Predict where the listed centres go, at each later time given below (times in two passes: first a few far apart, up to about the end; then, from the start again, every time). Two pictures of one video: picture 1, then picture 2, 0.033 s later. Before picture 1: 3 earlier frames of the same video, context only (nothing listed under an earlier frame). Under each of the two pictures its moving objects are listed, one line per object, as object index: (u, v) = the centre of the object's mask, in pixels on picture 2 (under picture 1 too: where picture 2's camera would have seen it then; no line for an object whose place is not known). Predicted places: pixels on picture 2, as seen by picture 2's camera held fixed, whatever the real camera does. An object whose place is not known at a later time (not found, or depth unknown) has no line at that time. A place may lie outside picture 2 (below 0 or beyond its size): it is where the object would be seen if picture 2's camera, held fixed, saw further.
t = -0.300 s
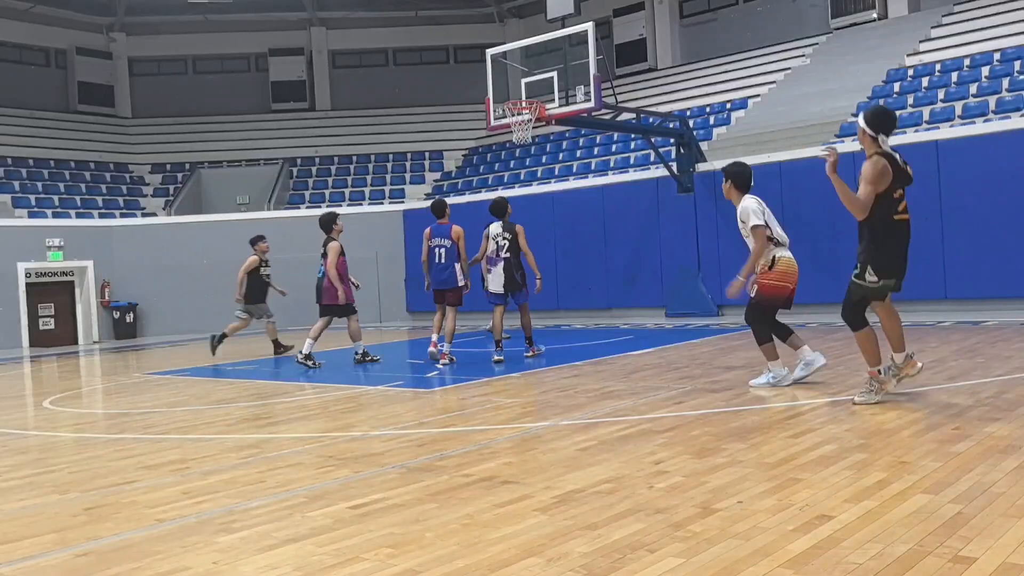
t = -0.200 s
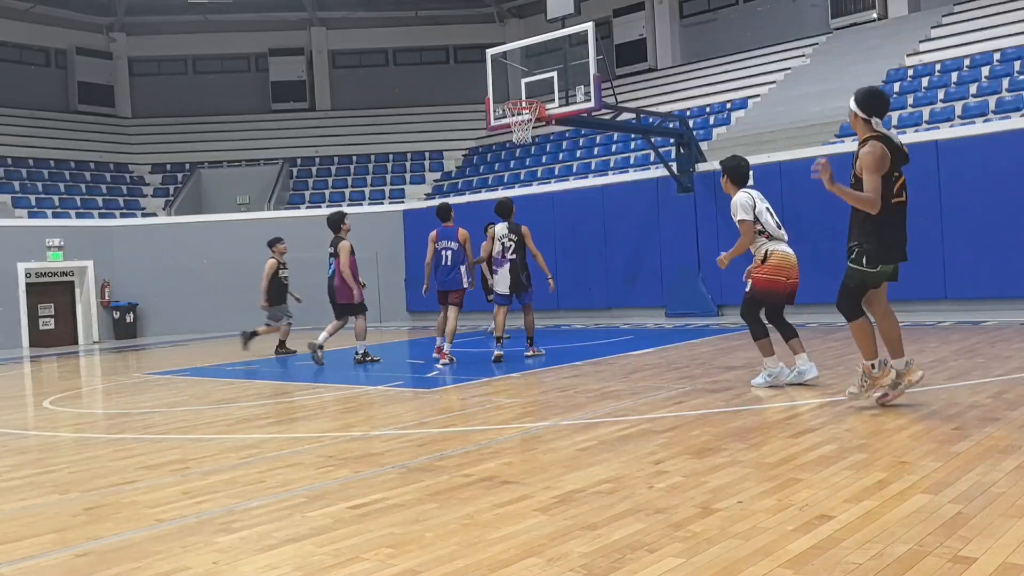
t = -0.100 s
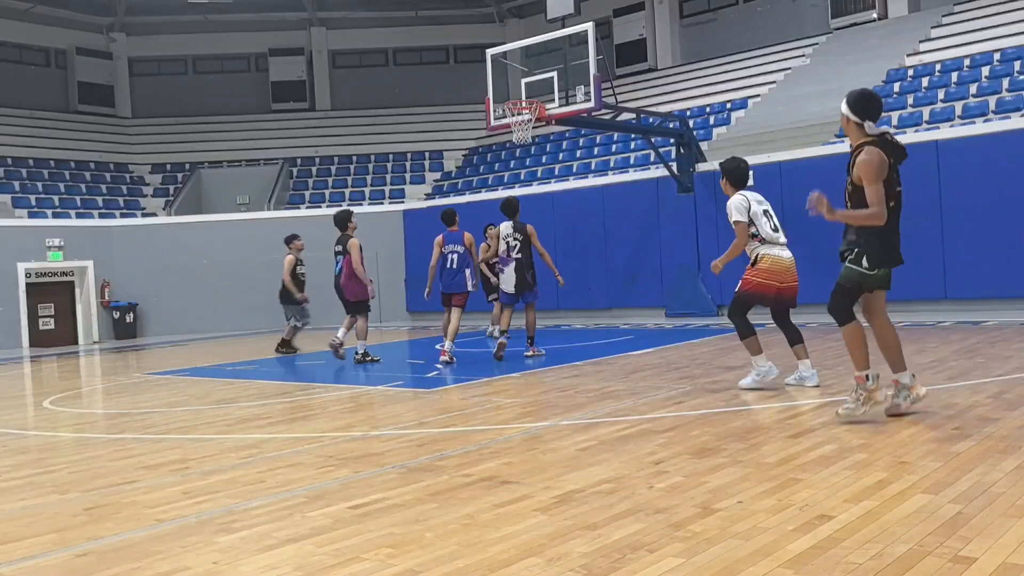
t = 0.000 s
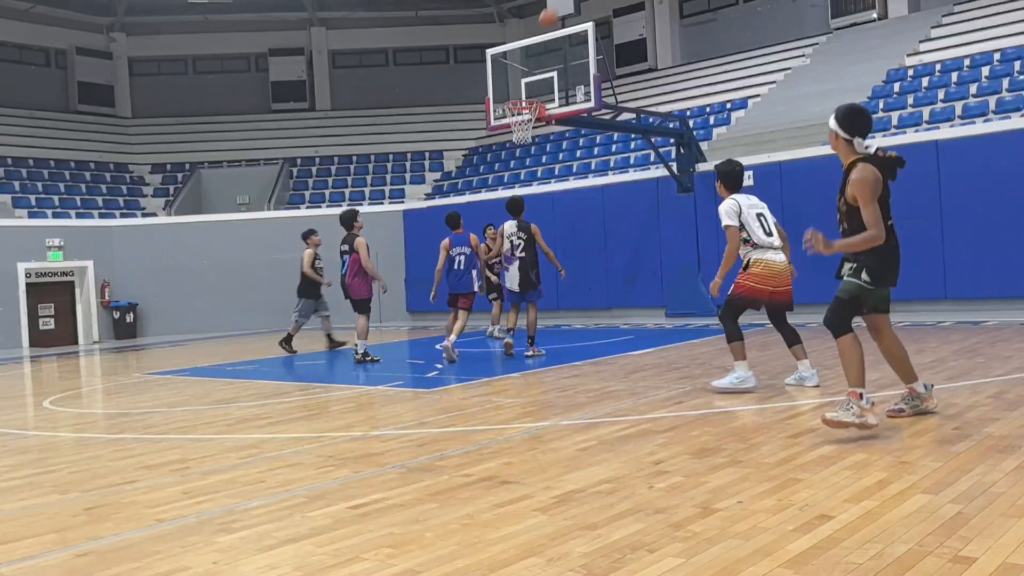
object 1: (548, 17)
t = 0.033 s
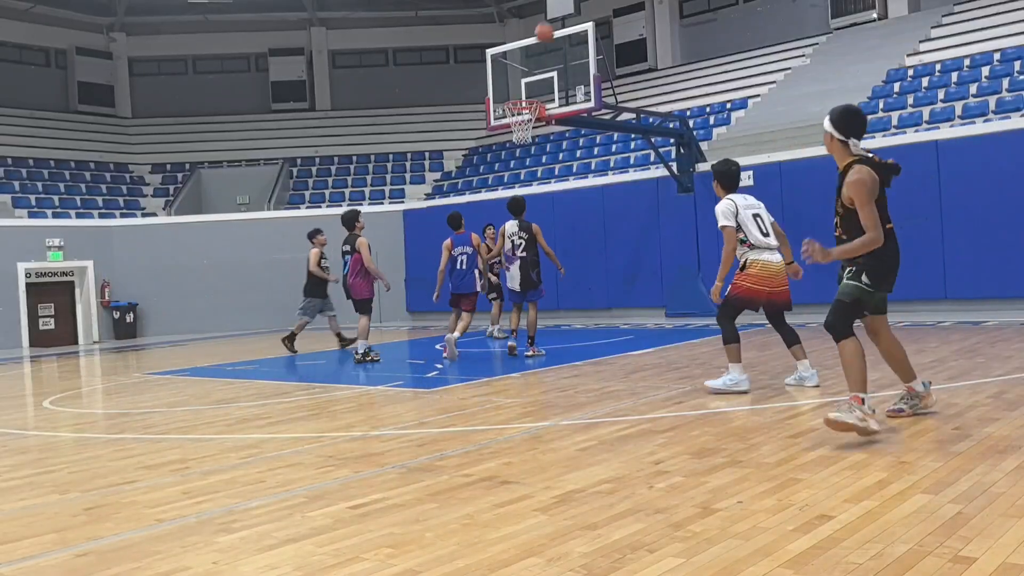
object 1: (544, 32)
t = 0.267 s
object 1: (521, 73)
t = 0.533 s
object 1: (509, 61)
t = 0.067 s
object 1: (539, 50)
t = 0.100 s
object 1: (535, 62)
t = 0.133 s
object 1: (530, 77)
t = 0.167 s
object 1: (528, 92)
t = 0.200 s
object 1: (525, 85)
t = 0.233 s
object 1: (523, 79)
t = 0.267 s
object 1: (521, 73)
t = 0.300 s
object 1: (520, 69)
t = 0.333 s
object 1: (518, 65)
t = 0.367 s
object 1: (517, 62)
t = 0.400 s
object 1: (515, 60)
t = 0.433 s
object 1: (513, 59)
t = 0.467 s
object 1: (512, 59)
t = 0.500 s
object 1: (511, 59)
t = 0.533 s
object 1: (509, 61)
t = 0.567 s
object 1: (508, 63)
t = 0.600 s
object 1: (505, 64)
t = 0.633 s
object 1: (503, 64)
